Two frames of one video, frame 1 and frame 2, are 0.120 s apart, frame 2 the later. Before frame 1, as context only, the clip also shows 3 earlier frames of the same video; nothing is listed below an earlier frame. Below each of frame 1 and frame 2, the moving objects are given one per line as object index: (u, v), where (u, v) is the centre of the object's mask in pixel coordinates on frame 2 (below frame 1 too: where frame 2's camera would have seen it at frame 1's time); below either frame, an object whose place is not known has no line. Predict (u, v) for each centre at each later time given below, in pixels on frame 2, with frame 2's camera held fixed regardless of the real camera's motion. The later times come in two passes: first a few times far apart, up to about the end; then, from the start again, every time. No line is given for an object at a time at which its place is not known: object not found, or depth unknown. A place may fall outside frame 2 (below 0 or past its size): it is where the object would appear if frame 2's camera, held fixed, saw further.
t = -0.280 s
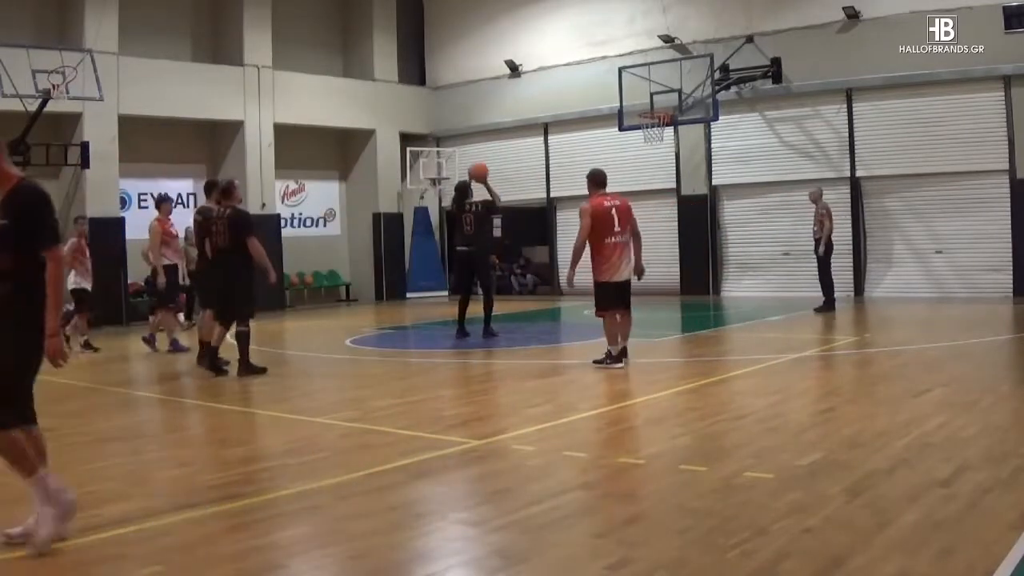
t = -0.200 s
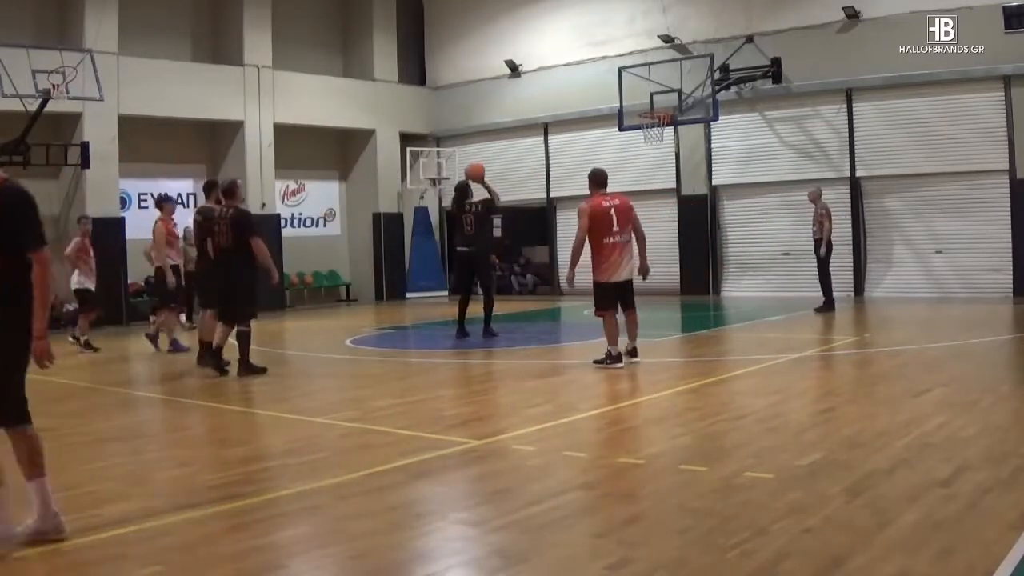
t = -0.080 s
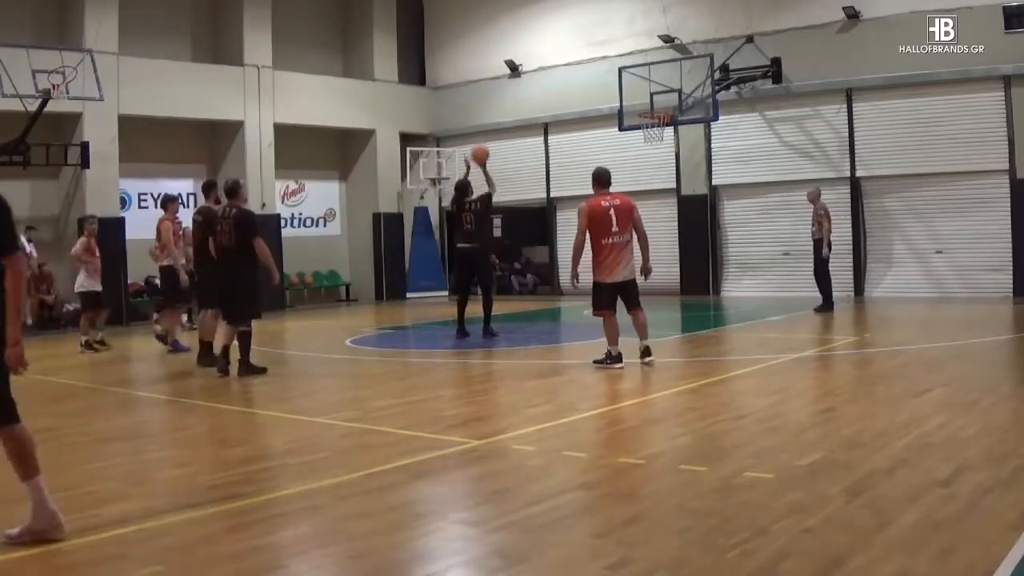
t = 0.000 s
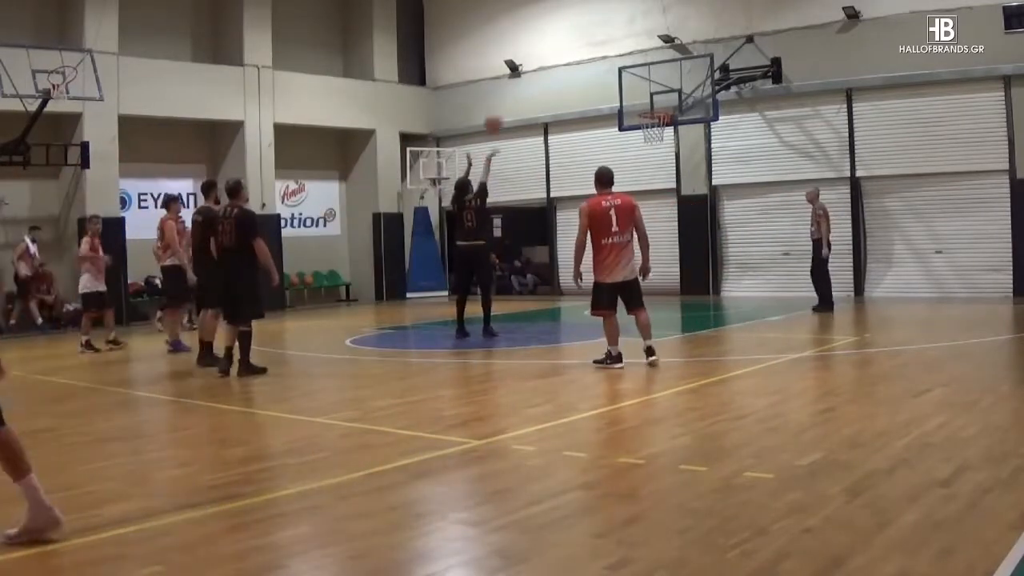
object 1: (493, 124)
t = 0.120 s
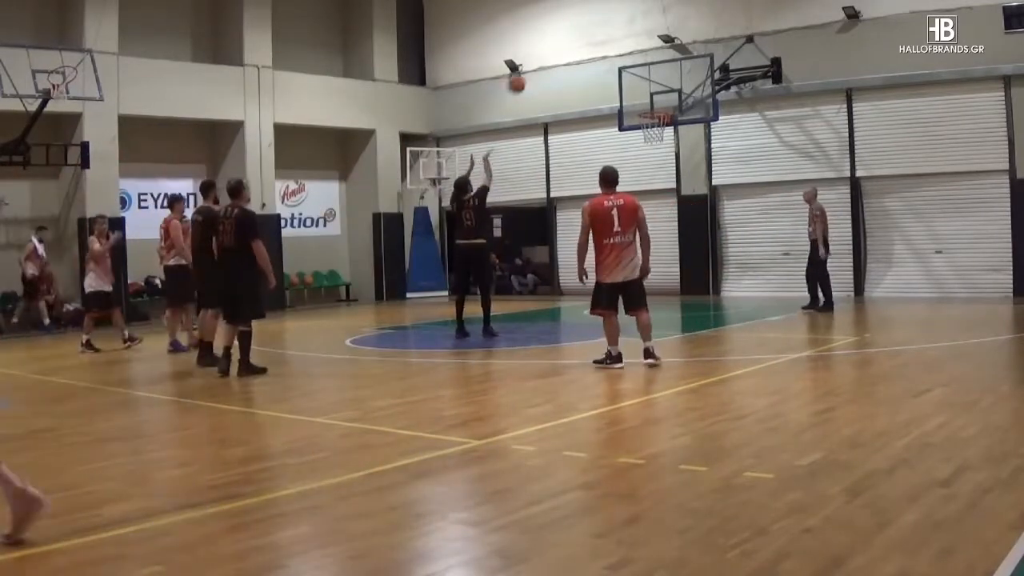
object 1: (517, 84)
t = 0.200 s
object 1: (531, 65)
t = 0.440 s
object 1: (573, 38)
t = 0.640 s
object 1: (605, 45)
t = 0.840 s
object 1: (636, 76)
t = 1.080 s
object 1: (650, 88)
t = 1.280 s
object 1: (638, 57)
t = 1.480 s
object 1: (625, 52)
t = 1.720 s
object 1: (611, 82)
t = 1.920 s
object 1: (600, 139)
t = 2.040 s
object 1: (594, 192)
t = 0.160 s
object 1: (523, 74)
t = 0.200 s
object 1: (531, 65)
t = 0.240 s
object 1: (538, 57)
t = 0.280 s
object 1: (545, 51)
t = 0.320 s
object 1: (552, 46)
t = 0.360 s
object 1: (559, 42)
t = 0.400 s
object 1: (566, 40)
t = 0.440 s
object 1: (573, 38)
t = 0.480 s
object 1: (579, 37)
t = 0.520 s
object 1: (586, 38)
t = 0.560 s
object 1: (592, 39)
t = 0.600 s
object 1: (599, 42)
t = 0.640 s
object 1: (605, 45)
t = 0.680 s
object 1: (612, 49)
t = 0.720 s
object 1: (618, 55)
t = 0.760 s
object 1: (624, 60)
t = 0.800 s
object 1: (631, 68)
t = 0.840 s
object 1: (636, 76)
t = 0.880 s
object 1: (642, 85)
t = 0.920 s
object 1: (647, 95)
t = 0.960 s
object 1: (654, 107)
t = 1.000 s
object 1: (655, 107)
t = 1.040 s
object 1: (653, 96)
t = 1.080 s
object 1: (650, 88)
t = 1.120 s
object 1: (648, 80)
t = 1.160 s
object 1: (645, 73)
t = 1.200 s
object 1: (643, 67)
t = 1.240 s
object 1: (640, 62)
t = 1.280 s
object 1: (638, 57)
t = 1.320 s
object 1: (635, 54)
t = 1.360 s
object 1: (633, 52)
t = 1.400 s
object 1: (630, 51)
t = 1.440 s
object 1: (628, 51)
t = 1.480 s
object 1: (625, 52)
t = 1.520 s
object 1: (623, 54)
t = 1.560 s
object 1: (620, 57)
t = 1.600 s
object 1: (618, 61)
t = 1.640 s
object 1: (615, 66)
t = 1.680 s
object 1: (613, 73)
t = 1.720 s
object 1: (611, 82)
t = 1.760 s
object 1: (609, 90)
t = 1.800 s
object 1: (607, 100)
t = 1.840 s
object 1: (606, 111)
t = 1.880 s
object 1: (603, 124)
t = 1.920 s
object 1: (600, 139)
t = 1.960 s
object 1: (598, 156)
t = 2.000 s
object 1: (596, 173)
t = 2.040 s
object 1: (594, 192)
